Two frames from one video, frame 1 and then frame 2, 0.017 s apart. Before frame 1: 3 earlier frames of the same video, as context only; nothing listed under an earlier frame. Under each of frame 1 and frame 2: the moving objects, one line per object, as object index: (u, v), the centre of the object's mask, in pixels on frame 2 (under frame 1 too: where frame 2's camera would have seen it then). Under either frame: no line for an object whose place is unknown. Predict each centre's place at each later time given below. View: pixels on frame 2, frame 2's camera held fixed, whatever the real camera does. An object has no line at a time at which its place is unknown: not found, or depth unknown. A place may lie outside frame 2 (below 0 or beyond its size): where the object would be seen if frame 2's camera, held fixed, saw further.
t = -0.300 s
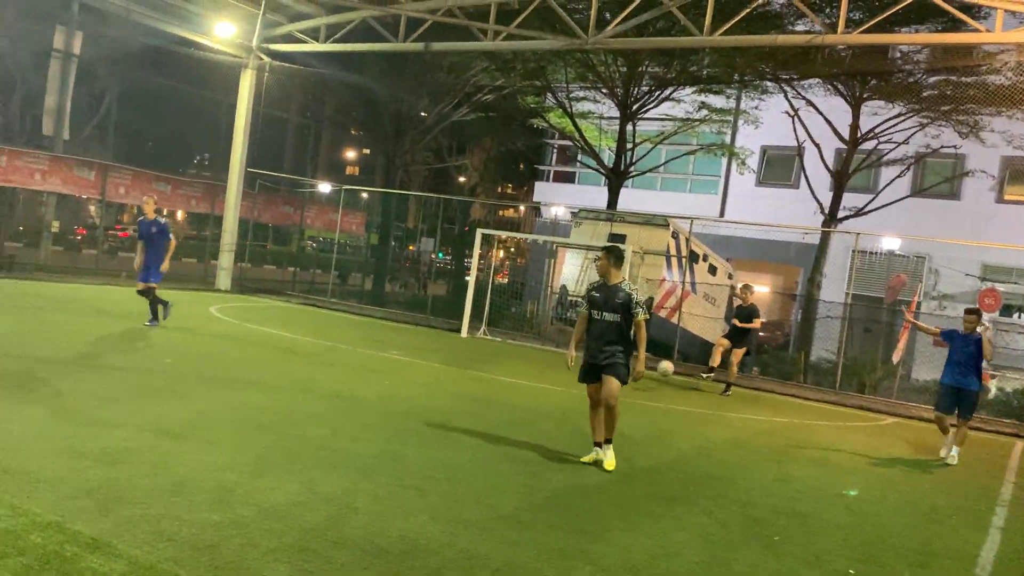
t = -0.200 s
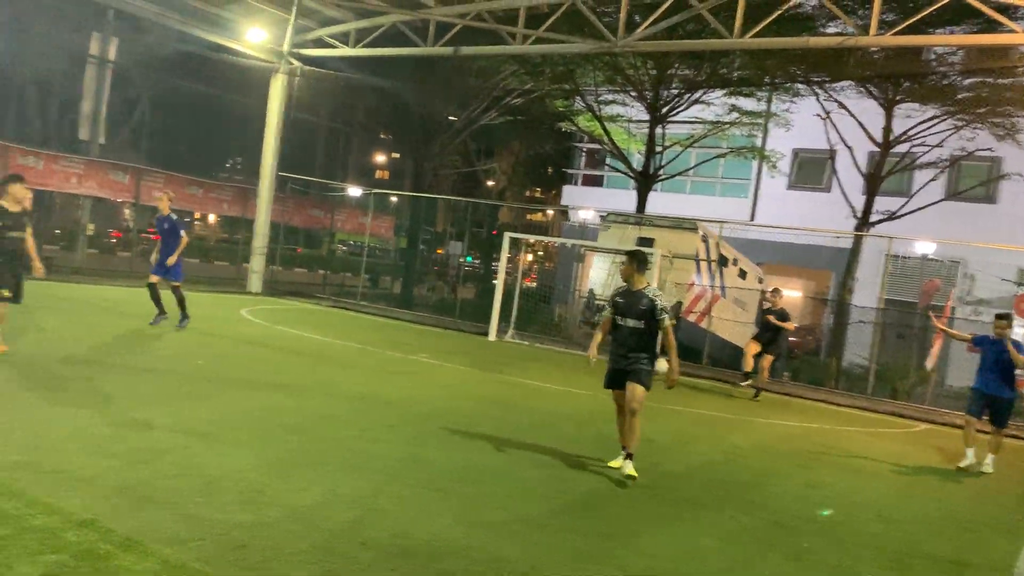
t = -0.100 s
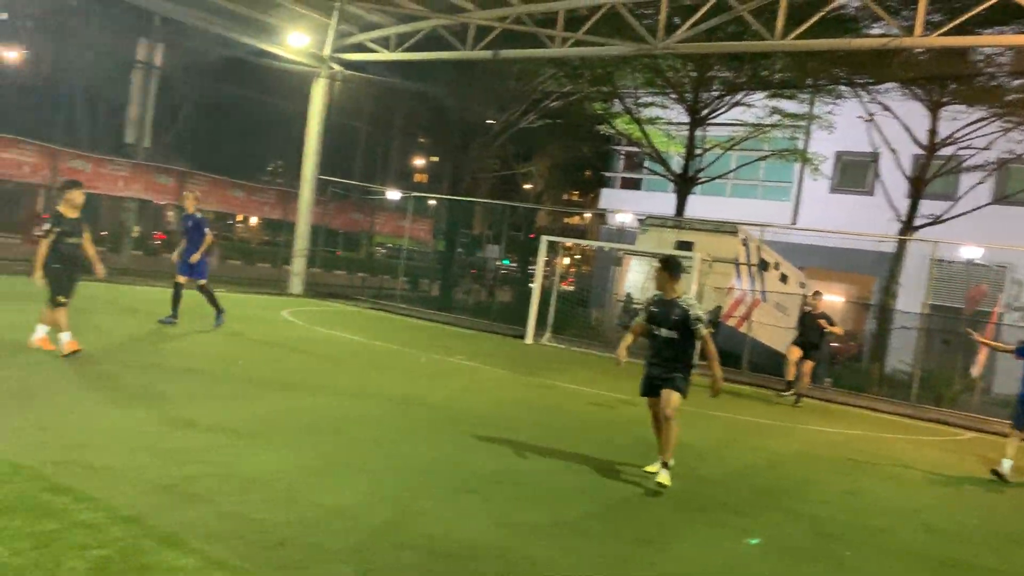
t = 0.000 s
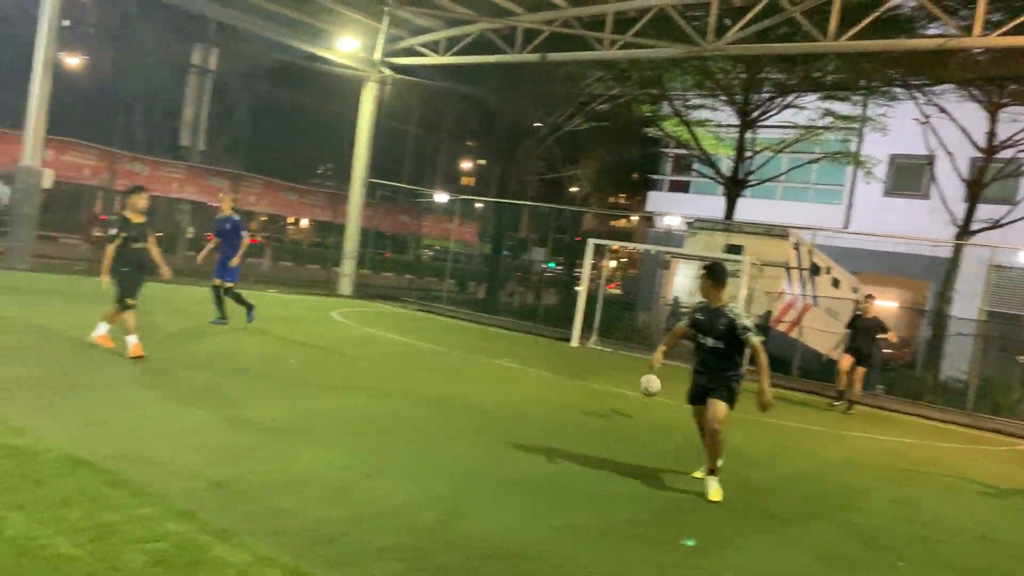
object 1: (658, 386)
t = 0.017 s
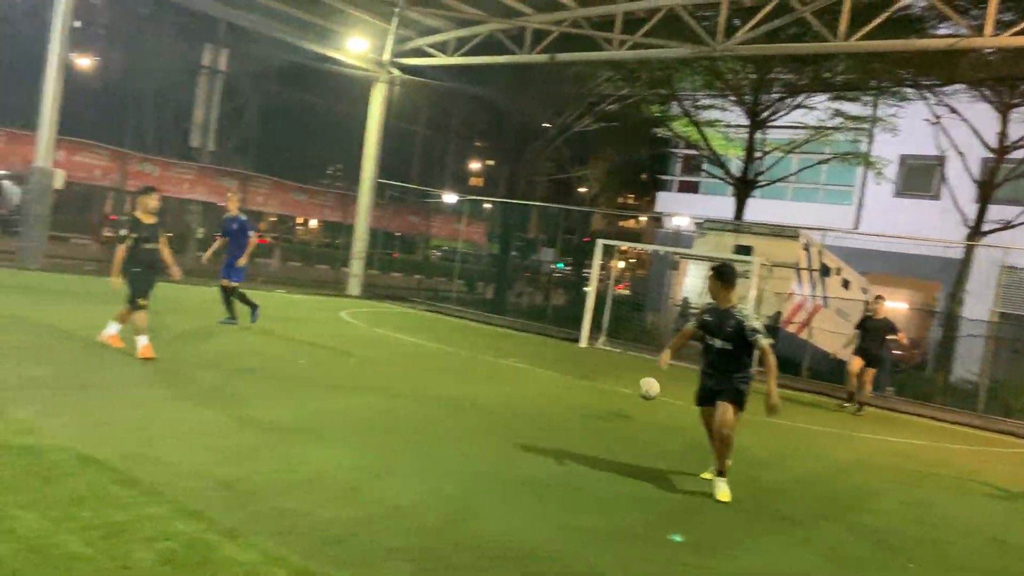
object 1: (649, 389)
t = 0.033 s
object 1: (639, 391)
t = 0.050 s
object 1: (629, 395)
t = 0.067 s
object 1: (618, 398)
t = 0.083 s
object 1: (608, 402)
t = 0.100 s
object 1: (596, 406)
